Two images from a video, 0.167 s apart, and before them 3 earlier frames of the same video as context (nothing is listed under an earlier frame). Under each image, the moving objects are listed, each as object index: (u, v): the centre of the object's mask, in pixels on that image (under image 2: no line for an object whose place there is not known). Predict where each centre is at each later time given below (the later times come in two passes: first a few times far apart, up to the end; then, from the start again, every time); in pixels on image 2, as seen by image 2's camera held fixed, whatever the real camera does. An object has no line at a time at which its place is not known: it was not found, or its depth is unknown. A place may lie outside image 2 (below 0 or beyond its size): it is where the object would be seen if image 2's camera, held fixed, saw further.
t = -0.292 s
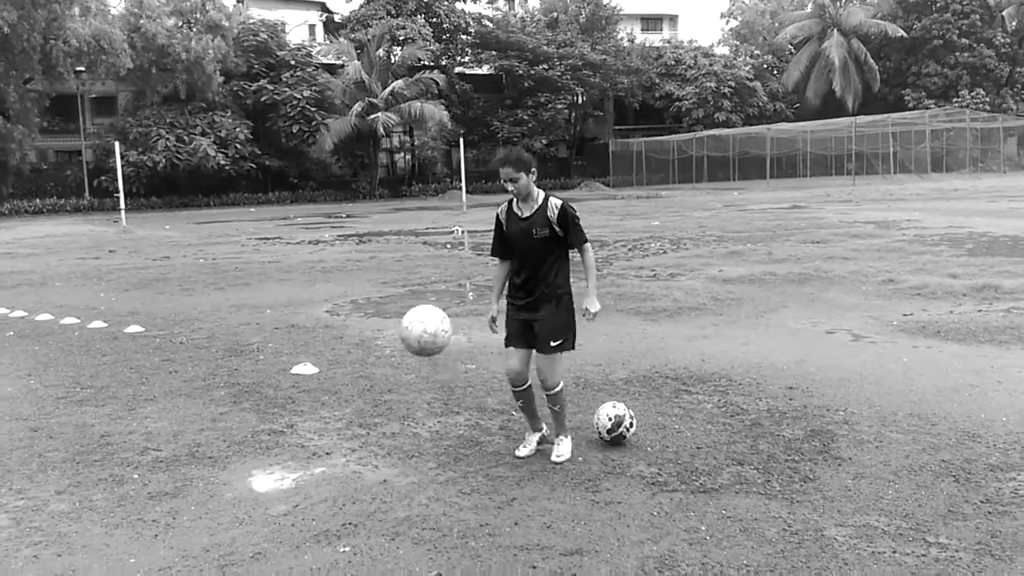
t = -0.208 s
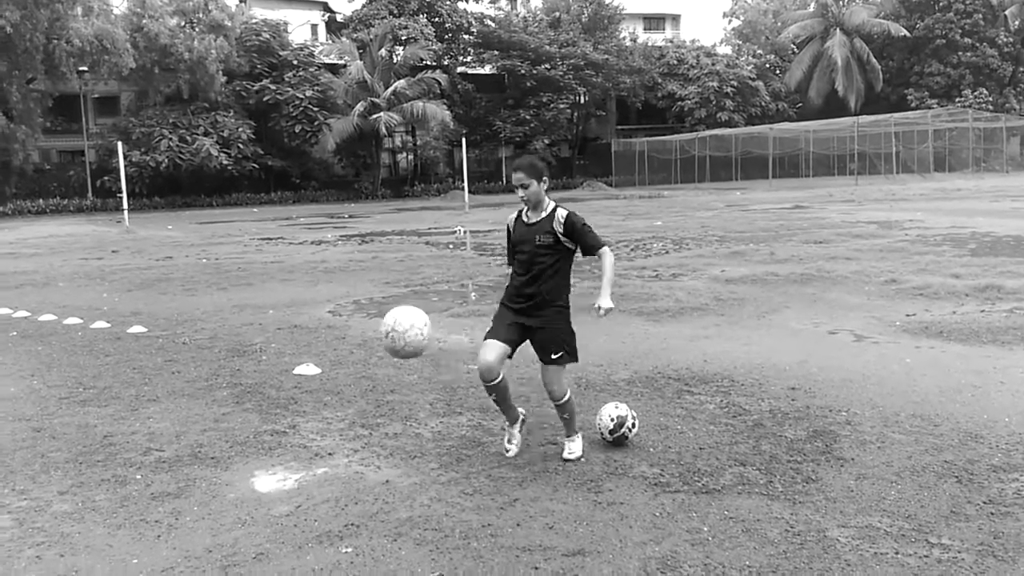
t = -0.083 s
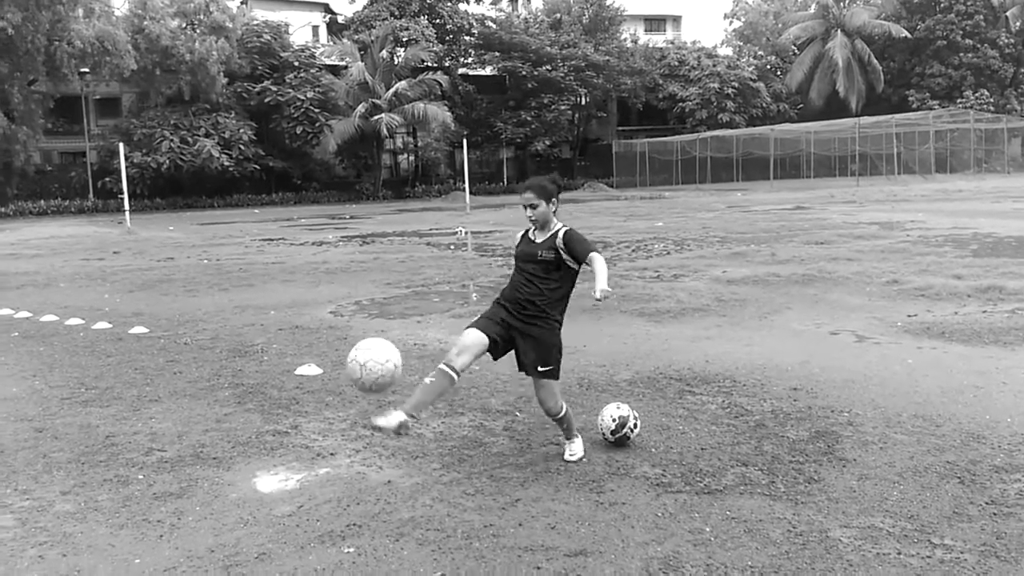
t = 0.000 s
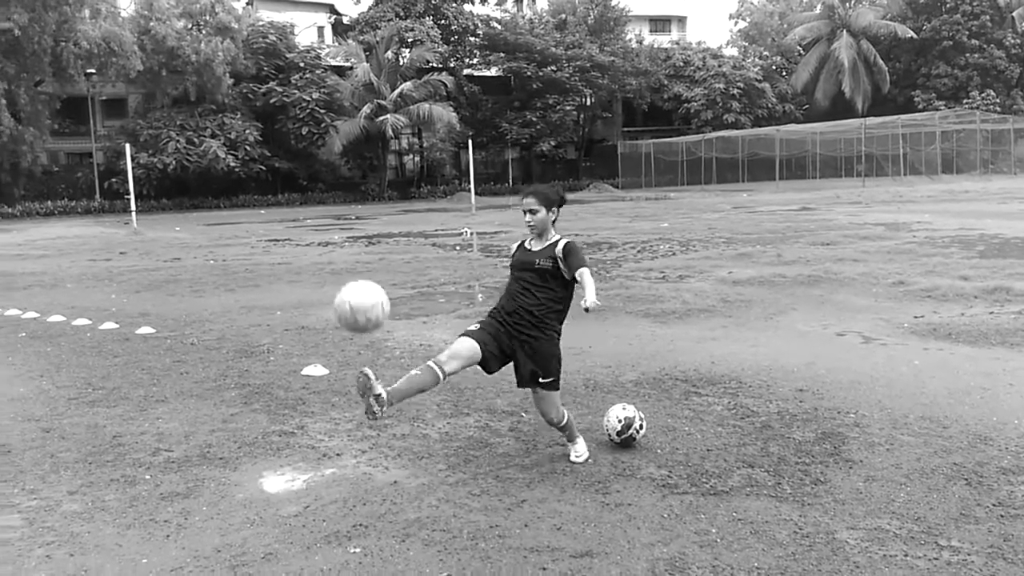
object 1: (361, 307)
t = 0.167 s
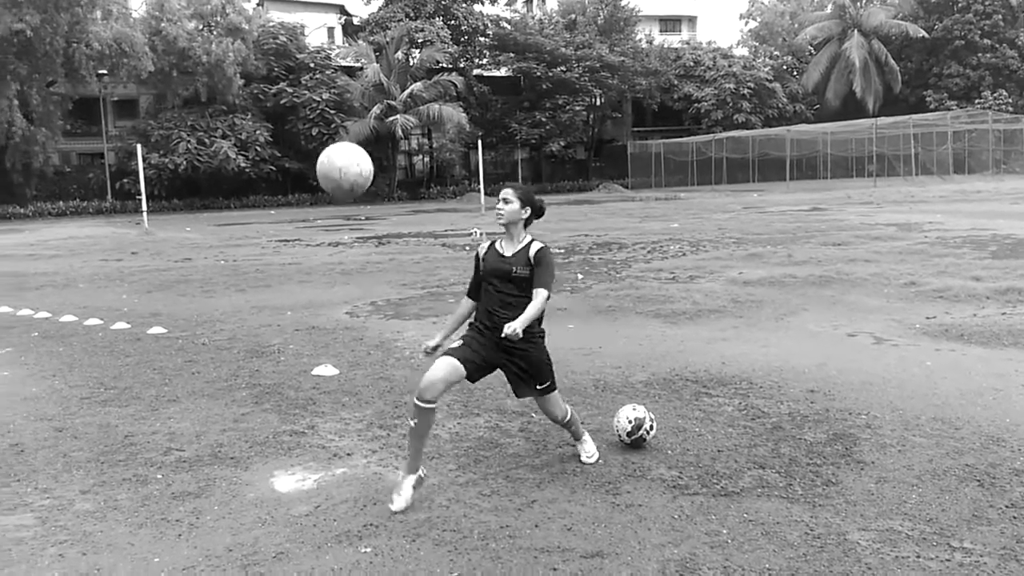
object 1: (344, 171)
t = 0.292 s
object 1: (327, 104)
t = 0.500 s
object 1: (305, 78)
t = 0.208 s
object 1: (339, 145)
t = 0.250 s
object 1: (332, 125)
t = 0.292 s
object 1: (327, 104)
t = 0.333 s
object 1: (322, 91)
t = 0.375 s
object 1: (318, 82)
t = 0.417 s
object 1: (313, 76)
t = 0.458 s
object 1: (309, 75)
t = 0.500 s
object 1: (305, 78)
